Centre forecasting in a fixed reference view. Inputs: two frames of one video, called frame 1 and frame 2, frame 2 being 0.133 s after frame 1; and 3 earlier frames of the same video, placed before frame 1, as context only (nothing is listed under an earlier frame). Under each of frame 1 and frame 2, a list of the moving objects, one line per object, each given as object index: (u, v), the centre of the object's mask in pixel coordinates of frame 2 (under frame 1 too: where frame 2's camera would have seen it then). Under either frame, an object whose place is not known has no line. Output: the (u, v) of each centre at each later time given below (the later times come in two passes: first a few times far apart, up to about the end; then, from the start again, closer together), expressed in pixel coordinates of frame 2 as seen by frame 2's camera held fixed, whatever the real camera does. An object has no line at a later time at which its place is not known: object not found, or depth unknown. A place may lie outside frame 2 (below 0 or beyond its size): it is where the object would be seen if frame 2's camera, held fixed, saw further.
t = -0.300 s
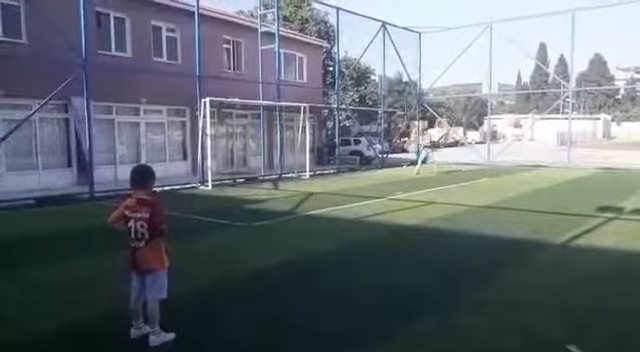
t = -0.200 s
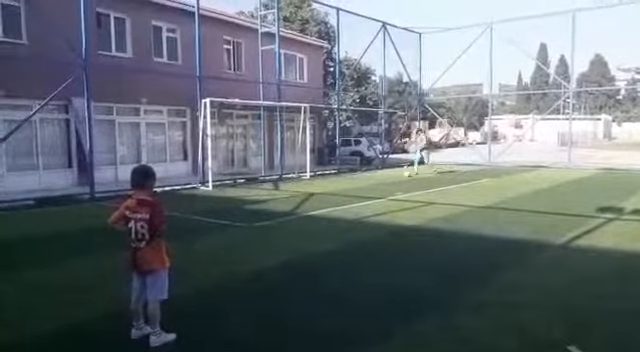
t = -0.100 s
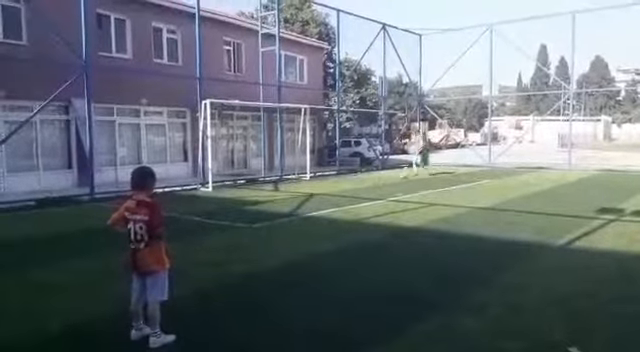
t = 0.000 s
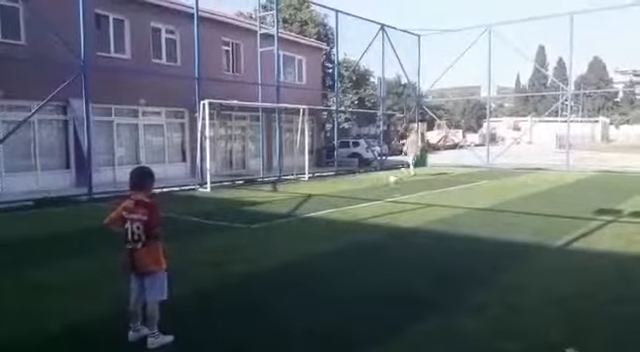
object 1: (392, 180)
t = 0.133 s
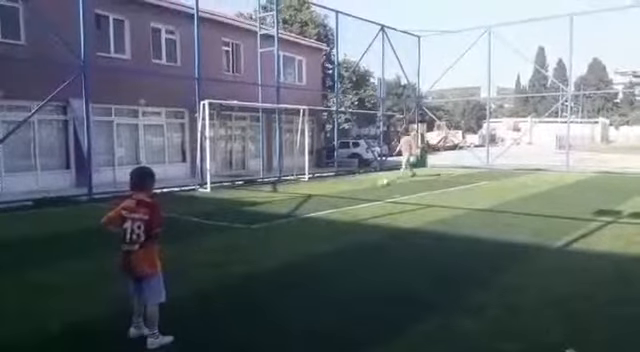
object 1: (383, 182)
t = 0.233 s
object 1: (379, 183)
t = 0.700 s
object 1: (352, 192)
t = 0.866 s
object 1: (343, 195)
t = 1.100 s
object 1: (328, 200)
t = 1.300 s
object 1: (315, 204)
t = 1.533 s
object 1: (298, 210)
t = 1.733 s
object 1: (281, 216)
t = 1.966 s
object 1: (263, 224)
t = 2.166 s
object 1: (245, 230)
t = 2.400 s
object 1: (219, 244)
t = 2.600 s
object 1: (195, 256)
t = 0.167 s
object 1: (381, 183)
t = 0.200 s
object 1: (380, 183)
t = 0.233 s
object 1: (379, 183)
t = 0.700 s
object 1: (352, 192)
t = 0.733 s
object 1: (351, 193)
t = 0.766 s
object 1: (351, 193)
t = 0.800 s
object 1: (347, 194)
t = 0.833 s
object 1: (344, 195)
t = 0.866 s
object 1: (343, 195)
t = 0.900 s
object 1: (341, 196)
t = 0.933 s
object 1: (338, 196)
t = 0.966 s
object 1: (336, 197)
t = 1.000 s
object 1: (334, 198)
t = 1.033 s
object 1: (332, 198)
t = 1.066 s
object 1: (331, 199)
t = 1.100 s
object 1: (328, 200)
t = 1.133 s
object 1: (326, 201)
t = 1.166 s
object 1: (324, 201)
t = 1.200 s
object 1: (322, 202)
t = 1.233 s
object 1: (319, 203)
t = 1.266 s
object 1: (317, 204)
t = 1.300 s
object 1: (315, 204)
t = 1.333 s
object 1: (313, 206)
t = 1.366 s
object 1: (310, 206)
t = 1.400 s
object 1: (307, 208)
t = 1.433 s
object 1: (304, 208)
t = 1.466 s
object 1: (303, 209)
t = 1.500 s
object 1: (300, 210)
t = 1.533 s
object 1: (298, 210)
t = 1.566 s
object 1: (294, 210)
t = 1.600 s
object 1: (293, 211)
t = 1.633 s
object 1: (293, 212)
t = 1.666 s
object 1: (289, 214)
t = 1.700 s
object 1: (286, 215)
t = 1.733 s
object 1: (281, 216)
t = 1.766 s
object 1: (279, 217)
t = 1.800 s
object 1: (277, 217)
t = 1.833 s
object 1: (275, 217)
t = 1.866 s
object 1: (271, 219)
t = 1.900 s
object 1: (268, 221)
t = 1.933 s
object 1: (267, 224)
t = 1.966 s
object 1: (263, 224)
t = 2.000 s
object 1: (260, 225)
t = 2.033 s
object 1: (257, 227)
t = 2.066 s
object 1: (254, 228)
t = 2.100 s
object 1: (251, 228)
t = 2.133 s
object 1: (248, 230)
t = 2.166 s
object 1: (245, 230)
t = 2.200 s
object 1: (241, 232)
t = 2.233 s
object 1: (237, 235)
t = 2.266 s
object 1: (234, 237)
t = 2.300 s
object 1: (232, 238)
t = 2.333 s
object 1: (227, 240)
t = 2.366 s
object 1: (225, 240)
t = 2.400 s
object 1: (219, 244)
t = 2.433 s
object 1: (214, 245)
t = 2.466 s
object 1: (212, 247)
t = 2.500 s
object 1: (208, 250)
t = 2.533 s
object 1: (205, 252)
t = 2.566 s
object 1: (200, 253)
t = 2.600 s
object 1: (195, 256)
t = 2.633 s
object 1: (192, 257)
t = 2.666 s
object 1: (187, 259)
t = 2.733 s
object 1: (178, 263)
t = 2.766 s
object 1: (174, 264)
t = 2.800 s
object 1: (169, 266)
